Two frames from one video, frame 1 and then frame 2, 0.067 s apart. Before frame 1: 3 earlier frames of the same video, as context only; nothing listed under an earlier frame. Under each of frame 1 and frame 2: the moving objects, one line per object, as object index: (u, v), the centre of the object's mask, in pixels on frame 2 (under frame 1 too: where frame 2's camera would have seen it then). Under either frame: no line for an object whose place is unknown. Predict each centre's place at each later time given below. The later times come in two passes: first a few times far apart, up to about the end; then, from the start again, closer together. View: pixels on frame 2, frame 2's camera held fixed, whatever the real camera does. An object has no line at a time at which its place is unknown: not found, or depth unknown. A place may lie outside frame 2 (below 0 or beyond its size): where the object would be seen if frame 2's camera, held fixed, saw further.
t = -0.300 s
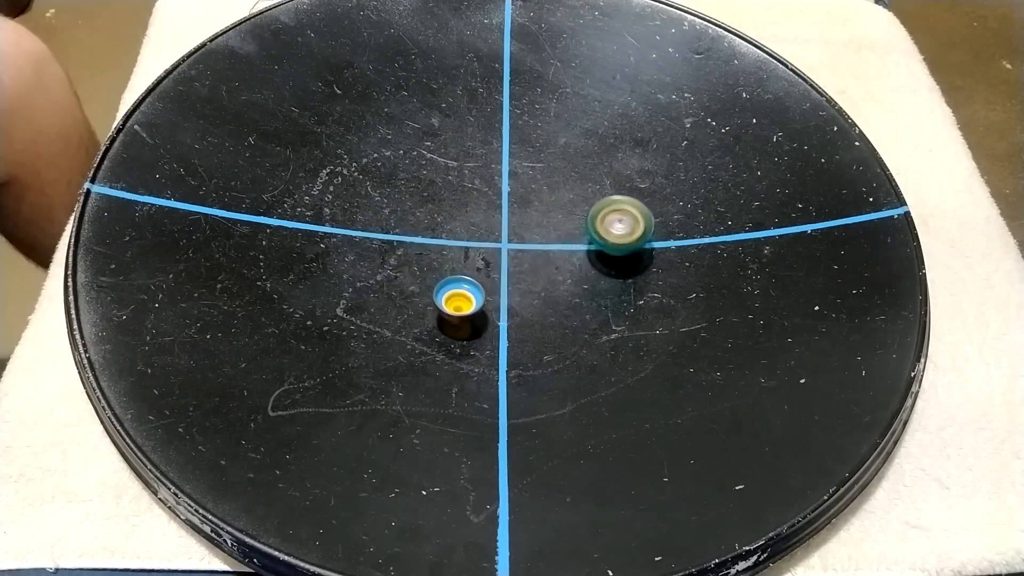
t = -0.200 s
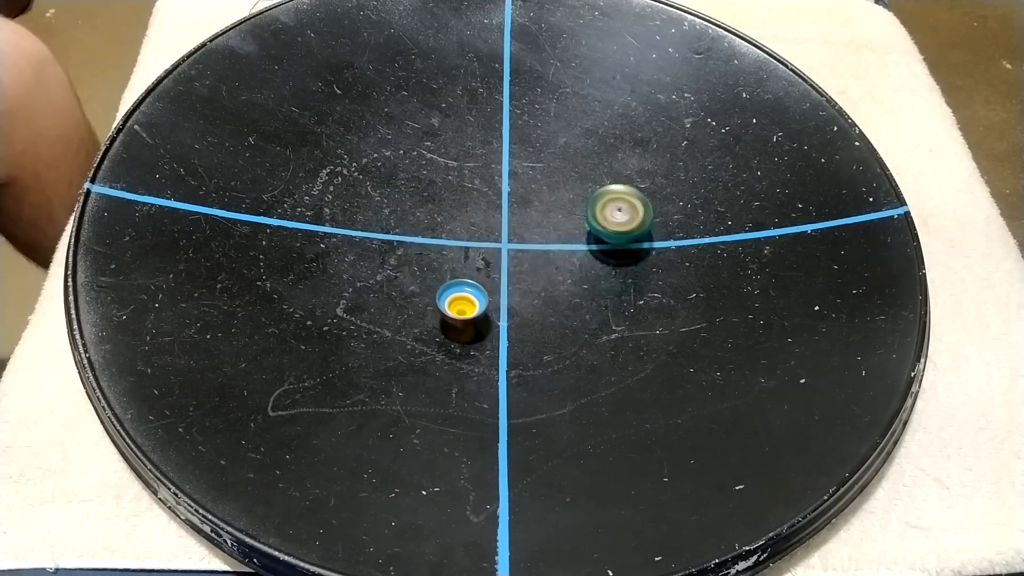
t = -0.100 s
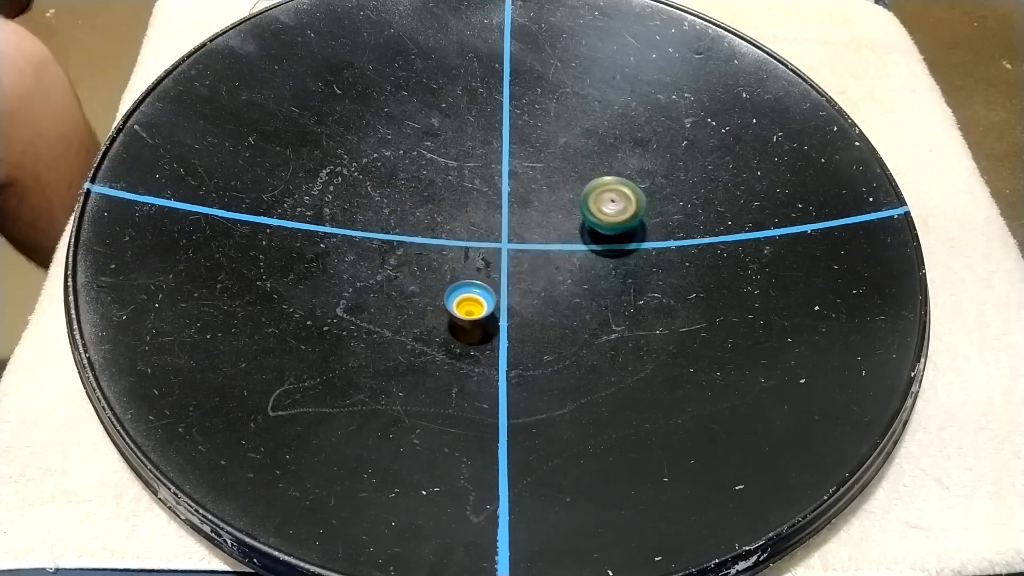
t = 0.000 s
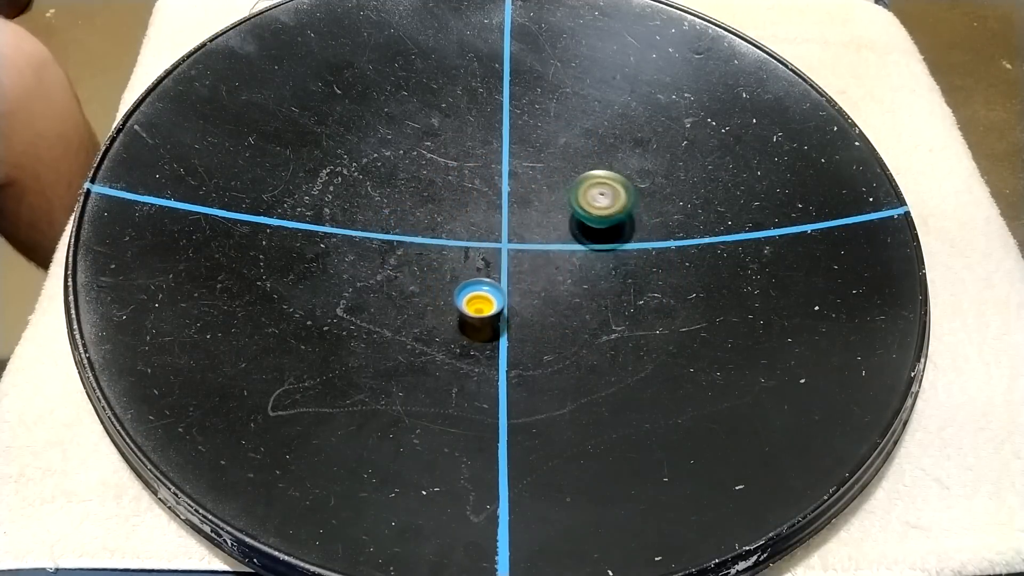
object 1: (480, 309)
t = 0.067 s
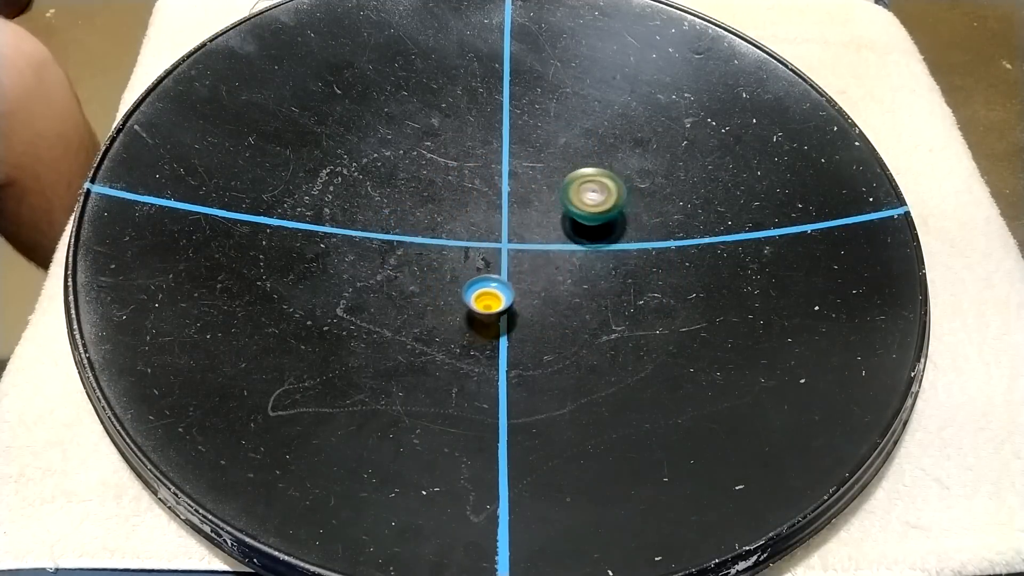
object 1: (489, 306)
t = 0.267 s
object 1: (515, 301)
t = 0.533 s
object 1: (548, 296)
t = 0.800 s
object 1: (580, 285)
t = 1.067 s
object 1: (616, 274)
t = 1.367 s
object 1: (639, 264)
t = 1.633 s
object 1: (643, 252)
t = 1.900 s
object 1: (634, 241)
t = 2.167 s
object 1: (629, 226)
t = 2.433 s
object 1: (621, 212)
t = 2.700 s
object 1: (605, 203)
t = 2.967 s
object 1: (582, 191)
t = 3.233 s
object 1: (559, 190)
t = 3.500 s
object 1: (533, 192)
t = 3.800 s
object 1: (501, 201)
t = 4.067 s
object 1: (477, 213)
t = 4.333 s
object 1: (456, 229)
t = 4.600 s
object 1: (443, 245)
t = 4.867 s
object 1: (436, 261)
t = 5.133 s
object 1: (436, 280)
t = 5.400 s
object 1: (445, 294)
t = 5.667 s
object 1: (464, 299)
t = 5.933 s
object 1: (495, 300)
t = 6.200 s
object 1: (511, 310)
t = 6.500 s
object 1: (539, 307)
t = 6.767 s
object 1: (561, 289)
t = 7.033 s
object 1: (583, 268)
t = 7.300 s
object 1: (585, 258)
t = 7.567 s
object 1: (615, 230)
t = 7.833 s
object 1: (640, 218)
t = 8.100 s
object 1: (638, 213)
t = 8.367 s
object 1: (623, 213)
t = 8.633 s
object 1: (594, 213)
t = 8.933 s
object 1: (555, 213)
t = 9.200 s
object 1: (523, 214)
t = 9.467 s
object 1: (489, 216)
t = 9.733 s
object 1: (466, 227)
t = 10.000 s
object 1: (447, 238)
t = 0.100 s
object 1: (494, 304)
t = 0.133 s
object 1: (499, 302)
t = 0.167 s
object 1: (503, 302)
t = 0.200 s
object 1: (507, 302)
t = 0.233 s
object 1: (511, 302)
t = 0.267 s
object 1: (515, 301)
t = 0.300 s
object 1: (519, 299)
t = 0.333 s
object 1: (523, 298)
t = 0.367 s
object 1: (528, 297)
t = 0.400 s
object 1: (531, 297)
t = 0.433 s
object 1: (535, 297)
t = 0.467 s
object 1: (539, 297)
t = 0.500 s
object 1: (543, 297)
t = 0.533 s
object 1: (548, 296)
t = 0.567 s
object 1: (552, 295)
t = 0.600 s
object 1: (557, 293)
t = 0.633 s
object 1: (561, 292)
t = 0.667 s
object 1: (566, 291)
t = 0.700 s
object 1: (569, 290)
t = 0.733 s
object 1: (573, 288)
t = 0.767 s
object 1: (577, 287)
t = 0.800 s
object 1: (580, 285)
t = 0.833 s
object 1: (584, 284)
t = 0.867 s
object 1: (586, 283)
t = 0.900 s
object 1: (590, 282)
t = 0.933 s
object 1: (595, 280)
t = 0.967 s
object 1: (601, 279)
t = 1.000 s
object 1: (606, 277)
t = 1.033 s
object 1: (611, 276)
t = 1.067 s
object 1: (616, 274)
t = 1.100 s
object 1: (620, 273)
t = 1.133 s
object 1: (624, 272)
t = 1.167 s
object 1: (629, 270)
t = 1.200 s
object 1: (631, 270)
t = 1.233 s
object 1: (633, 269)
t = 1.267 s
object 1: (635, 267)
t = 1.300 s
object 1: (636, 266)
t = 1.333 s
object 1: (638, 265)
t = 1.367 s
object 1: (639, 264)
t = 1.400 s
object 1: (640, 262)
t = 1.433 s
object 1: (641, 261)
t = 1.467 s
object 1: (642, 260)
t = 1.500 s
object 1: (643, 258)
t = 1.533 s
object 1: (643, 257)
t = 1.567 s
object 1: (643, 255)
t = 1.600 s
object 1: (643, 254)
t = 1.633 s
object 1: (643, 252)
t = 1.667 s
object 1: (643, 251)
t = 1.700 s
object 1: (642, 250)
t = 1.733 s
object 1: (640, 249)
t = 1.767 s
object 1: (639, 248)
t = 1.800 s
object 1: (638, 246)
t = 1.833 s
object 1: (637, 244)
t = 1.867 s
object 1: (636, 242)
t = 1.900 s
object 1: (634, 241)
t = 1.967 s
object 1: (631, 238)
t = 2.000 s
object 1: (629, 238)
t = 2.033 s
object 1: (627, 237)
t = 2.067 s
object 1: (629, 234)
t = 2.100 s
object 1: (630, 231)
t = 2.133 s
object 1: (630, 228)
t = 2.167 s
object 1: (629, 226)
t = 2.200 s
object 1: (628, 223)
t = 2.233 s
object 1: (628, 221)
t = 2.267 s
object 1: (627, 219)
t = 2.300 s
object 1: (626, 217)
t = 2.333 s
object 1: (625, 215)
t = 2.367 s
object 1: (624, 214)
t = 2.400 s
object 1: (622, 213)
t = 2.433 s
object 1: (621, 212)
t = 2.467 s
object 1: (619, 210)
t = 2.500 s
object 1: (617, 209)
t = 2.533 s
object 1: (616, 208)
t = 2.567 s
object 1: (614, 207)
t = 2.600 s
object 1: (612, 206)
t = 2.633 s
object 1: (610, 206)
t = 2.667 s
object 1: (608, 204)
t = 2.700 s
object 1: (605, 203)
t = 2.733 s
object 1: (602, 202)
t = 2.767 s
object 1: (599, 201)
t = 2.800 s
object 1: (596, 200)
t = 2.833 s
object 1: (593, 198)
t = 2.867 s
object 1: (590, 196)
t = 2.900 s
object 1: (587, 193)
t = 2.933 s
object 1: (584, 192)
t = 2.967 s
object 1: (582, 191)
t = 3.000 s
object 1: (579, 191)
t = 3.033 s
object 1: (577, 191)
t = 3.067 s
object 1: (575, 190)
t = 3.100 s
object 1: (572, 190)
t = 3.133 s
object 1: (569, 190)
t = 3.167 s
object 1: (566, 190)
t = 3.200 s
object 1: (562, 190)
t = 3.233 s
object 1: (559, 190)
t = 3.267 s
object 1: (556, 190)
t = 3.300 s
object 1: (553, 190)
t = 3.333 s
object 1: (550, 190)
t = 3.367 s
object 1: (547, 190)
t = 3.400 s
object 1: (544, 190)
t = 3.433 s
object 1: (540, 191)
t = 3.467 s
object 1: (537, 191)
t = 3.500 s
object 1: (533, 192)
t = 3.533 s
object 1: (529, 193)
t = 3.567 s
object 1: (526, 194)
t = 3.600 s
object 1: (521, 195)
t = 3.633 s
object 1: (518, 197)
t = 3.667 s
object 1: (514, 197)
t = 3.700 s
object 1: (511, 198)
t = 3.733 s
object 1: (507, 199)
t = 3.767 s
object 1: (504, 200)
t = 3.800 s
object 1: (501, 201)
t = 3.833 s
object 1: (498, 202)
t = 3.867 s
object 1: (494, 203)
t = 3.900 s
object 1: (491, 205)
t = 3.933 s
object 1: (488, 206)
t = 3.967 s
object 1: (484, 208)
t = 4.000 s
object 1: (481, 210)
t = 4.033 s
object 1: (479, 211)
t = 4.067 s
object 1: (477, 213)
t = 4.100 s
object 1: (474, 214)
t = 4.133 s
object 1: (471, 215)
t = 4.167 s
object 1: (468, 219)
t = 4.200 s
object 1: (466, 221)
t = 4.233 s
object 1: (463, 223)
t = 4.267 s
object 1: (460, 225)
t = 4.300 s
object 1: (458, 227)
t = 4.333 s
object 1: (456, 229)
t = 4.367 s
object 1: (454, 231)
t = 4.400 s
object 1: (453, 233)
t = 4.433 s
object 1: (451, 235)
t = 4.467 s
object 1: (449, 236)
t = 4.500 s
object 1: (447, 239)
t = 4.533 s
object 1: (446, 241)
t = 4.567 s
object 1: (444, 243)
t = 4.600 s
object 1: (443, 245)
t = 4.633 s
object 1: (441, 247)
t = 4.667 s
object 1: (440, 250)
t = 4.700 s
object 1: (439, 251)
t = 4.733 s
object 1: (439, 253)
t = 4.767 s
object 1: (438, 255)
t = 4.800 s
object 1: (438, 257)
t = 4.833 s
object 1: (437, 259)
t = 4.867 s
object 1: (436, 261)
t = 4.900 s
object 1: (436, 264)
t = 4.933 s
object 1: (436, 266)
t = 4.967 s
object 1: (436, 269)
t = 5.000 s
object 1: (435, 271)
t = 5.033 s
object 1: (436, 273)
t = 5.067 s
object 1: (436, 275)
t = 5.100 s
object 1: (436, 278)
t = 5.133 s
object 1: (436, 280)
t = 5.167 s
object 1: (437, 282)
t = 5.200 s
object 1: (437, 283)
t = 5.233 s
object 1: (438, 285)
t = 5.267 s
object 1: (439, 287)
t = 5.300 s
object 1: (440, 289)
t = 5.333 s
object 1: (442, 291)
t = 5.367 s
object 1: (443, 292)
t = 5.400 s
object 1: (445, 294)
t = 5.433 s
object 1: (446, 295)
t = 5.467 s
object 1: (448, 295)
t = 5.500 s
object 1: (449, 296)
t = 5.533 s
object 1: (452, 296)
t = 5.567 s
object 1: (454, 296)
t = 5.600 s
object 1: (457, 296)
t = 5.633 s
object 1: (460, 297)
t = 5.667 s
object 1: (464, 299)
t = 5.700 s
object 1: (467, 301)
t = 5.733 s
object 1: (471, 302)
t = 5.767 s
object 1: (475, 303)
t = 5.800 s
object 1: (478, 303)
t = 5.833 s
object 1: (482, 302)
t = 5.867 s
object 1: (487, 300)
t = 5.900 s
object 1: (492, 299)
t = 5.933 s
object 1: (495, 300)
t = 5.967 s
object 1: (495, 301)
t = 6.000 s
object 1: (496, 302)
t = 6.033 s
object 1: (496, 304)
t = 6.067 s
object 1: (497, 306)
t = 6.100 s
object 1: (499, 307)
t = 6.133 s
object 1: (501, 308)
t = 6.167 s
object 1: (506, 310)
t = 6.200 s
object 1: (511, 310)
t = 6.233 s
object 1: (518, 310)
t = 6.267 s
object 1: (523, 310)
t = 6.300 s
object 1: (527, 310)
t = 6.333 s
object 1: (529, 310)
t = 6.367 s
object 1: (531, 310)
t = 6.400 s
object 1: (532, 310)
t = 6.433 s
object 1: (534, 309)
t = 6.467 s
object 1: (536, 308)
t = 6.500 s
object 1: (539, 307)
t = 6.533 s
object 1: (541, 306)
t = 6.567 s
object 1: (544, 304)
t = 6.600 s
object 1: (546, 302)
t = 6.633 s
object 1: (549, 300)
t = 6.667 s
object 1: (552, 298)
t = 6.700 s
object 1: (555, 295)
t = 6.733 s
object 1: (558, 292)
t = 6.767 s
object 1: (561, 289)
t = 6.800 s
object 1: (563, 287)
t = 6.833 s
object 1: (566, 284)
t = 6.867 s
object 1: (569, 281)
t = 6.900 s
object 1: (572, 279)
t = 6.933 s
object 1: (575, 276)
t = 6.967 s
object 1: (578, 273)
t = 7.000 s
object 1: (581, 270)
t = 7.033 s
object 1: (583, 268)
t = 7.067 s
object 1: (583, 269)
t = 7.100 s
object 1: (579, 272)
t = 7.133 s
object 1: (576, 273)
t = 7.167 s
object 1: (575, 273)
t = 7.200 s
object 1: (576, 271)
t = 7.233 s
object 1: (578, 267)
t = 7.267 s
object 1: (581, 263)
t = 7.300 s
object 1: (585, 258)
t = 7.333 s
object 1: (589, 253)
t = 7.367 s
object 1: (594, 249)
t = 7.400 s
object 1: (597, 244)
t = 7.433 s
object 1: (600, 241)
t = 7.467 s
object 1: (604, 239)
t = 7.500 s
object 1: (607, 236)
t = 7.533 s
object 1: (611, 233)
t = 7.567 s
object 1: (615, 230)
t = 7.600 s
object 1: (619, 227)
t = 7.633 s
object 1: (623, 225)
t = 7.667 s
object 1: (627, 223)
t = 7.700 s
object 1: (631, 221)
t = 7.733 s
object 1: (634, 219)
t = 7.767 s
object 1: (637, 218)
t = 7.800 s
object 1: (639, 218)
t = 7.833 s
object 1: (640, 218)
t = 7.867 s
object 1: (640, 218)
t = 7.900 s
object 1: (641, 217)
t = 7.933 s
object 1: (641, 216)
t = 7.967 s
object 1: (641, 215)
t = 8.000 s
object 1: (640, 214)
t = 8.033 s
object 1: (640, 213)
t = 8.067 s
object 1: (639, 213)
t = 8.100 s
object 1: (638, 213)
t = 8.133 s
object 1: (637, 213)
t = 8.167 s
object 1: (636, 212)
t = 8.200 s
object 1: (634, 212)
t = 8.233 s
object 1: (633, 212)
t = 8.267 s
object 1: (631, 212)
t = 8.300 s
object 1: (629, 212)
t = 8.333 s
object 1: (626, 212)
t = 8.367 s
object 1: (623, 213)
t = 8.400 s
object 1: (620, 213)
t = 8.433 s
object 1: (617, 213)
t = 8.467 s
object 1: (614, 213)
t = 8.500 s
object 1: (610, 213)
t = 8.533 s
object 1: (606, 213)
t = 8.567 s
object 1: (602, 213)
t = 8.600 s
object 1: (598, 213)
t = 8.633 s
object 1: (594, 213)
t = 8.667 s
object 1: (590, 213)
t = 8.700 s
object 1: (586, 213)
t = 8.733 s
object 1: (581, 213)
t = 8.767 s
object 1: (577, 213)
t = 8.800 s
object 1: (573, 213)
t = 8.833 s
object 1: (568, 213)
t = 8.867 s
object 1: (564, 213)
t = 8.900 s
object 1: (560, 214)
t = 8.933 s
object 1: (555, 213)
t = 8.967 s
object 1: (551, 213)
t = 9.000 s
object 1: (547, 213)
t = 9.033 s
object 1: (543, 213)
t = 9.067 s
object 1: (539, 214)
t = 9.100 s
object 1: (534, 214)
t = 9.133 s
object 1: (531, 214)
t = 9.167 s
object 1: (527, 214)
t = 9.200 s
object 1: (523, 214)
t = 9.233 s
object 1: (518, 215)
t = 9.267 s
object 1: (514, 215)
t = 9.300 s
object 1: (510, 214)
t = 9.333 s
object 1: (506, 214)
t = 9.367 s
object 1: (501, 213)
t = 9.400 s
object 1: (497, 214)
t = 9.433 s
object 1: (493, 215)
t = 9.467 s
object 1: (489, 216)
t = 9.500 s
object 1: (486, 218)
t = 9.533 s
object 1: (484, 219)
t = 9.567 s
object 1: (481, 221)
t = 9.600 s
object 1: (478, 222)
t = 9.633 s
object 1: (475, 223)
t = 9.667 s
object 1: (472, 225)
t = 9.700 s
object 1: (469, 226)
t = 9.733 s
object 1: (466, 227)
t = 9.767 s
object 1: (463, 228)
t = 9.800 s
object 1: (461, 229)
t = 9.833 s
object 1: (458, 231)
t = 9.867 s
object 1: (455, 232)
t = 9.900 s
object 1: (453, 233)
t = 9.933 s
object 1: (450, 235)
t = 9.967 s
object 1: (448, 236)
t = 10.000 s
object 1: (447, 238)
